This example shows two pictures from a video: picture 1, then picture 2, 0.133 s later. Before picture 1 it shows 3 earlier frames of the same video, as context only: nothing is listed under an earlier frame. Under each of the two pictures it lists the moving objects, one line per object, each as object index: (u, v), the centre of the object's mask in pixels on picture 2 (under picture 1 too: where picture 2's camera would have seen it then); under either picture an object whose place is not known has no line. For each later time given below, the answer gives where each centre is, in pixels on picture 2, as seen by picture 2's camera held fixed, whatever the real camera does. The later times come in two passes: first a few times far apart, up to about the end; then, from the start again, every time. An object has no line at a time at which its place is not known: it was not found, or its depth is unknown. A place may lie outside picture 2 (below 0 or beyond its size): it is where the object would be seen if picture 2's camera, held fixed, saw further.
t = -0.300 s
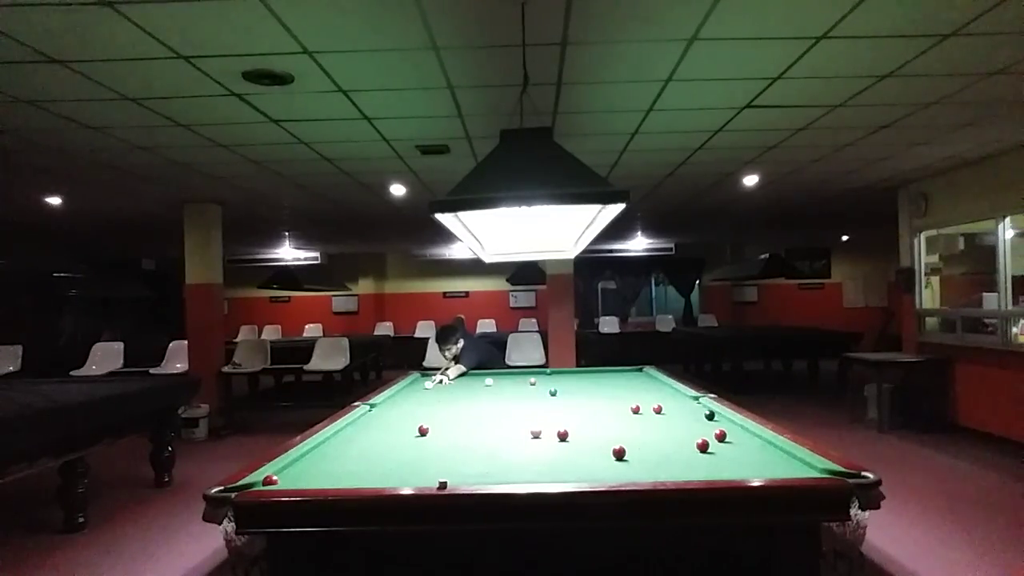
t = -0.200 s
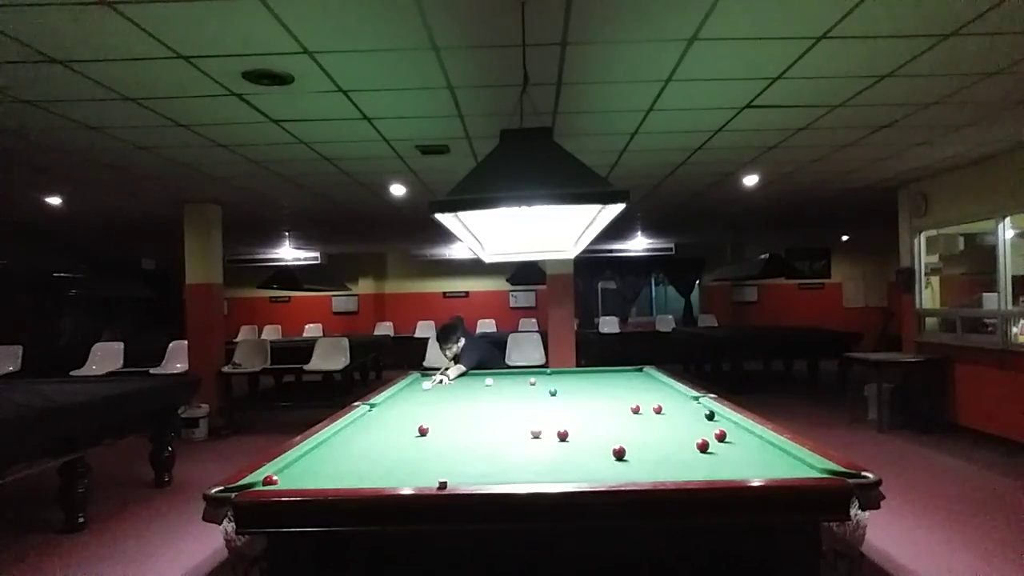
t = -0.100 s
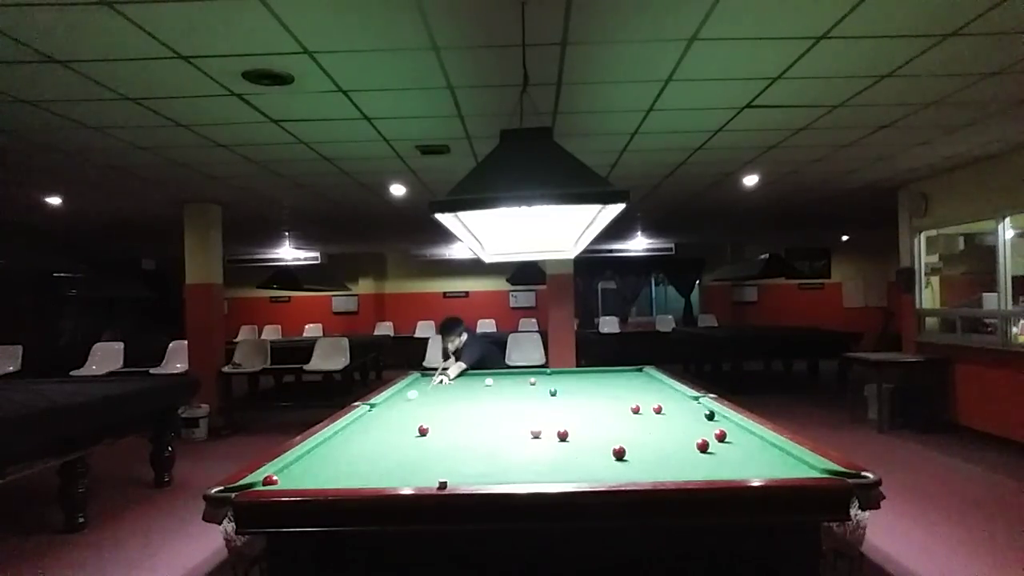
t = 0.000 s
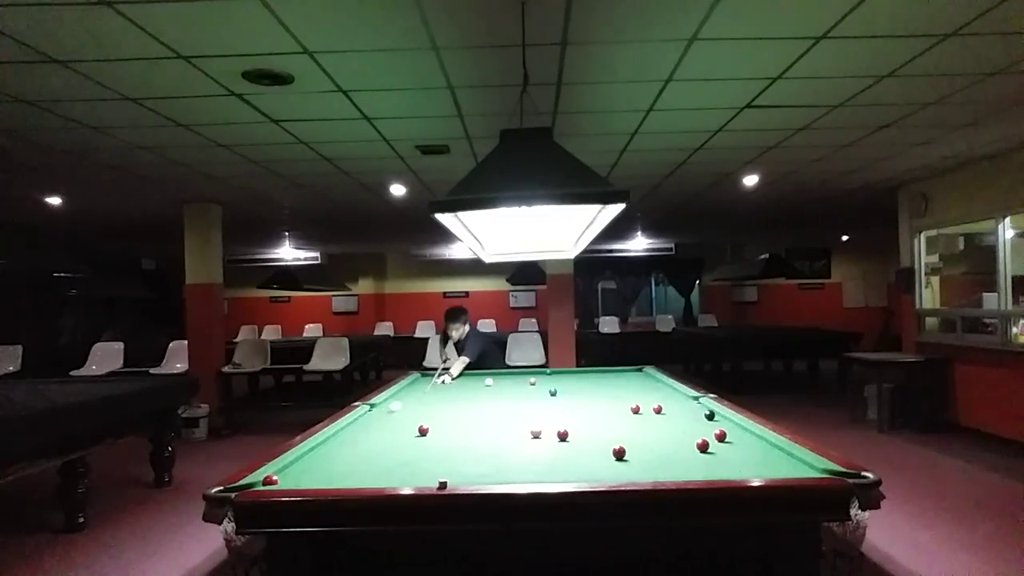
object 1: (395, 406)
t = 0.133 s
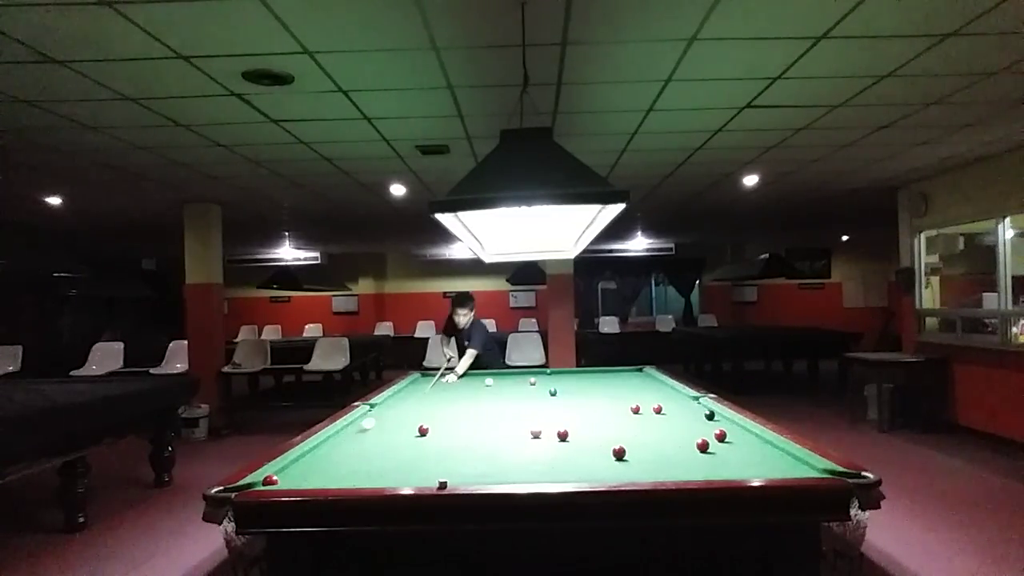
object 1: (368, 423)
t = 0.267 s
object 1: (333, 446)
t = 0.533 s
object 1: (325, 480)
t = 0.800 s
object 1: (381, 468)
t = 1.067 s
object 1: (425, 456)
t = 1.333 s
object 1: (461, 448)
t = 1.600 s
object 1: (493, 440)
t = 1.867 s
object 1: (520, 433)
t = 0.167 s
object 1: (360, 429)
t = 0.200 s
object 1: (352, 434)
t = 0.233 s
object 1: (343, 439)
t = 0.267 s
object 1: (333, 446)
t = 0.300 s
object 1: (322, 453)
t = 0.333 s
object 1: (311, 460)
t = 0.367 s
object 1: (299, 468)
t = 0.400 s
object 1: (288, 476)
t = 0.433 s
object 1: (296, 478)
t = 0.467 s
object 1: (305, 480)
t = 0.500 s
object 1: (315, 481)
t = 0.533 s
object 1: (325, 480)
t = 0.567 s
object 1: (335, 478)
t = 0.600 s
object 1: (343, 476)
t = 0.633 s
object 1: (350, 475)
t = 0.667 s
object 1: (357, 474)
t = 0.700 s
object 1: (363, 473)
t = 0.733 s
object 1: (370, 471)
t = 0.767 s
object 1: (375, 469)
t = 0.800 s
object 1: (381, 468)
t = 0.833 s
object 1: (387, 466)
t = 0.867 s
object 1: (393, 465)
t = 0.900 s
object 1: (398, 463)
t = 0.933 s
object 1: (404, 461)
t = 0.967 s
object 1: (409, 460)
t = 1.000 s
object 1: (415, 459)
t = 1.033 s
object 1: (420, 457)
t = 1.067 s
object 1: (425, 456)
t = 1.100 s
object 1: (430, 455)
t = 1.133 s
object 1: (435, 454)
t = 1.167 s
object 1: (439, 453)
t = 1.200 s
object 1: (444, 452)
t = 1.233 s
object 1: (448, 452)
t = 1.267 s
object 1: (452, 451)
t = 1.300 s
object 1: (456, 449)
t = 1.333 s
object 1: (461, 448)
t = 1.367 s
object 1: (465, 447)
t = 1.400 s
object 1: (469, 446)
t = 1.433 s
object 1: (474, 445)
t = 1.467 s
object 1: (478, 444)
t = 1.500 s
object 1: (481, 443)
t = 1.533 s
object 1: (486, 442)
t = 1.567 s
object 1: (489, 441)
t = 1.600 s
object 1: (493, 440)
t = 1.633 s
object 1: (496, 439)
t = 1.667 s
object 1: (500, 438)
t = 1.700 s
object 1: (504, 437)
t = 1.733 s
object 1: (507, 436)
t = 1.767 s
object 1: (511, 435)
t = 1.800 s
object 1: (514, 434)
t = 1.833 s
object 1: (517, 433)
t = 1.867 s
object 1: (520, 433)
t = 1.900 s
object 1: (523, 432)
